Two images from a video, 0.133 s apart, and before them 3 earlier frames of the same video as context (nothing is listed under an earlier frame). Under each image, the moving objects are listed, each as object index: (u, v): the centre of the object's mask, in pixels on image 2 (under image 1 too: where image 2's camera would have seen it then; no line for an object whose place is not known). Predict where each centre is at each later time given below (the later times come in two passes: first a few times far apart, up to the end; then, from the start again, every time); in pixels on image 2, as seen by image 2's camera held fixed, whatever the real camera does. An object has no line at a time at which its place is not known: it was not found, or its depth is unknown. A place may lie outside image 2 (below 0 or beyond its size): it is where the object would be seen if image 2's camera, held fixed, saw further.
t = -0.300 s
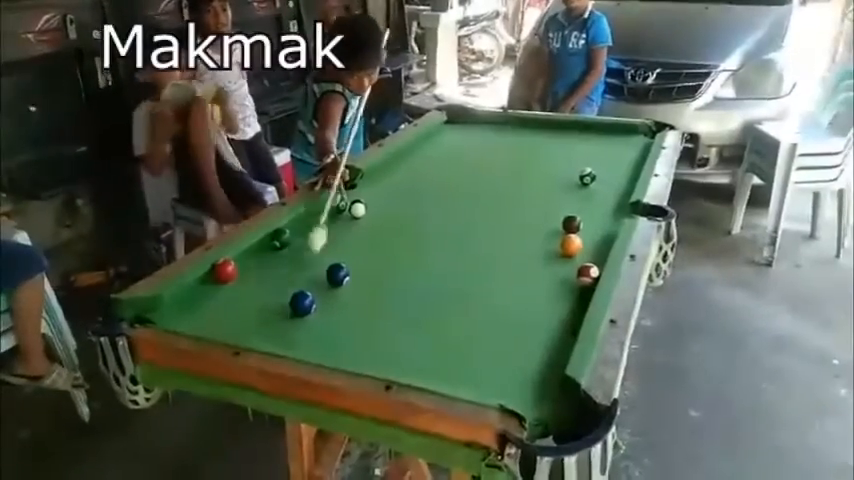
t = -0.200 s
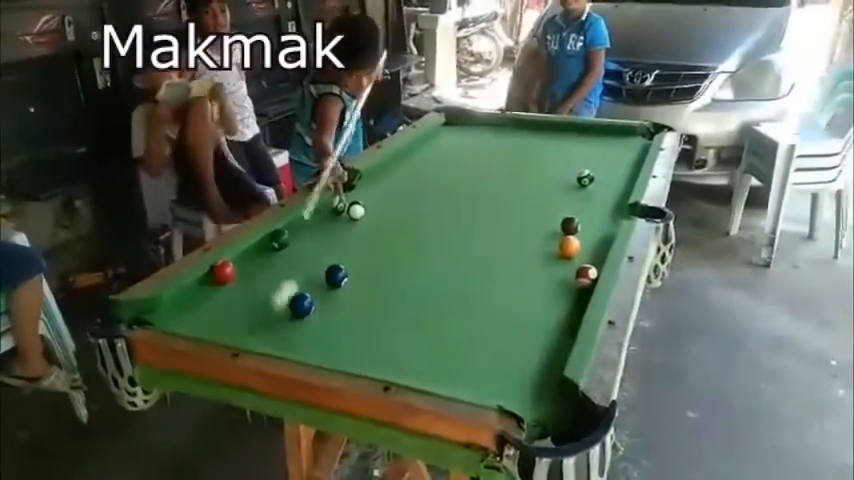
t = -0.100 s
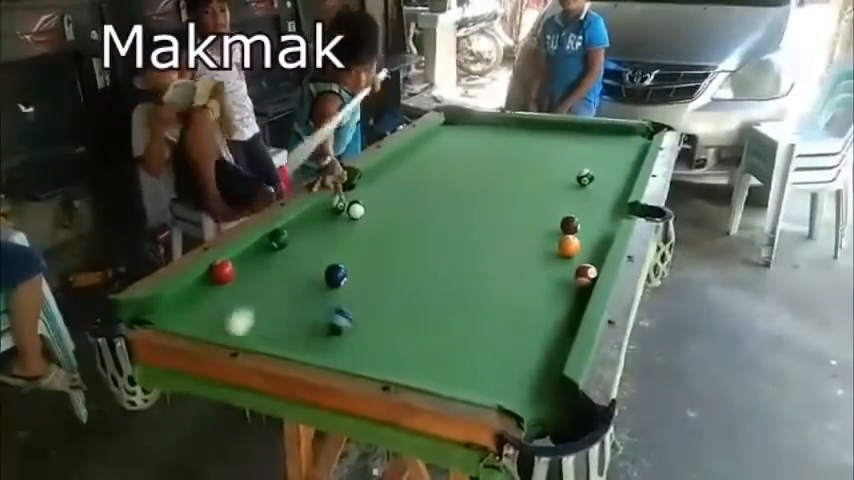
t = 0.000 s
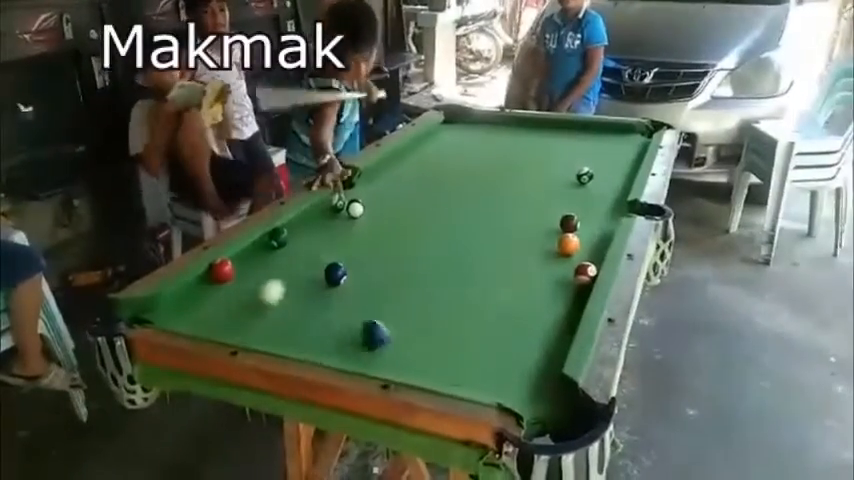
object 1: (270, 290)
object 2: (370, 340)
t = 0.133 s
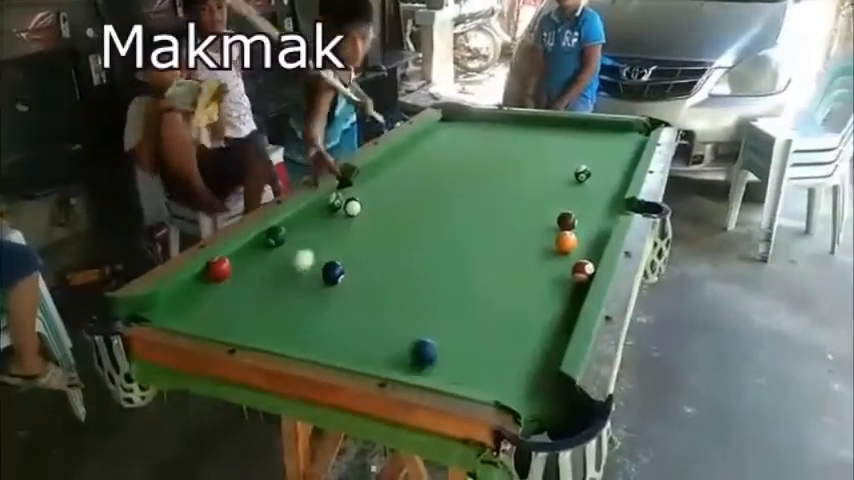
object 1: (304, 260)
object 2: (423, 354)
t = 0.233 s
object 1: (325, 241)
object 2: (465, 371)
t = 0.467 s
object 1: (365, 212)
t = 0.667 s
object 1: (394, 204)
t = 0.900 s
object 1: (426, 196)
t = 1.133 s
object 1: (453, 188)
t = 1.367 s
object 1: (476, 182)
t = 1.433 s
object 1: (482, 181)
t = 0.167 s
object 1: (312, 253)
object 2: (437, 358)
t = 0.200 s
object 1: (319, 246)
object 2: (450, 364)
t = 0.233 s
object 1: (325, 241)
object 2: (465, 371)
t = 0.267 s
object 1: (332, 235)
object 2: (479, 376)
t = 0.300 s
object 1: (338, 229)
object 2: (497, 381)
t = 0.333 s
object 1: (343, 224)
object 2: (513, 387)
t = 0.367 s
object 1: (350, 219)
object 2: (525, 395)
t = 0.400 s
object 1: (354, 216)
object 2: (544, 404)
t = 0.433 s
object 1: (359, 213)
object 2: (560, 415)
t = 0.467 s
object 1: (365, 212)
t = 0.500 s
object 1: (369, 211)
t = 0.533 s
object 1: (374, 210)
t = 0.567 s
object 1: (380, 208)
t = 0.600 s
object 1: (385, 206)
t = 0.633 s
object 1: (390, 206)
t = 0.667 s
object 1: (394, 204)
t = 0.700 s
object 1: (400, 203)
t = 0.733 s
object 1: (404, 201)
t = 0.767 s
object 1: (409, 200)
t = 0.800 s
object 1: (413, 199)
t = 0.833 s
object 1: (417, 198)
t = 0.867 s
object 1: (421, 197)
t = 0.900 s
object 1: (426, 196)
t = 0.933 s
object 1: (430, 194)
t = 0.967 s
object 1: (434, 193)
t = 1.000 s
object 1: (438, 193)
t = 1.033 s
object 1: (441, 192)
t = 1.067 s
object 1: (445, 190)
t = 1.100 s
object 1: (449, 189)
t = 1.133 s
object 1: (453, 188)
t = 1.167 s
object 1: (456, 188)
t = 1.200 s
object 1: (459, 187)
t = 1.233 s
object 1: (463, 186)
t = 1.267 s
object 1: (466, 185)
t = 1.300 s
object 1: (469, 183)
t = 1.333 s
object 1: (473, 183)
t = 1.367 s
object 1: (476, 182)
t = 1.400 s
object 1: (480, 182)
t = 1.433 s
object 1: (482, 181)
